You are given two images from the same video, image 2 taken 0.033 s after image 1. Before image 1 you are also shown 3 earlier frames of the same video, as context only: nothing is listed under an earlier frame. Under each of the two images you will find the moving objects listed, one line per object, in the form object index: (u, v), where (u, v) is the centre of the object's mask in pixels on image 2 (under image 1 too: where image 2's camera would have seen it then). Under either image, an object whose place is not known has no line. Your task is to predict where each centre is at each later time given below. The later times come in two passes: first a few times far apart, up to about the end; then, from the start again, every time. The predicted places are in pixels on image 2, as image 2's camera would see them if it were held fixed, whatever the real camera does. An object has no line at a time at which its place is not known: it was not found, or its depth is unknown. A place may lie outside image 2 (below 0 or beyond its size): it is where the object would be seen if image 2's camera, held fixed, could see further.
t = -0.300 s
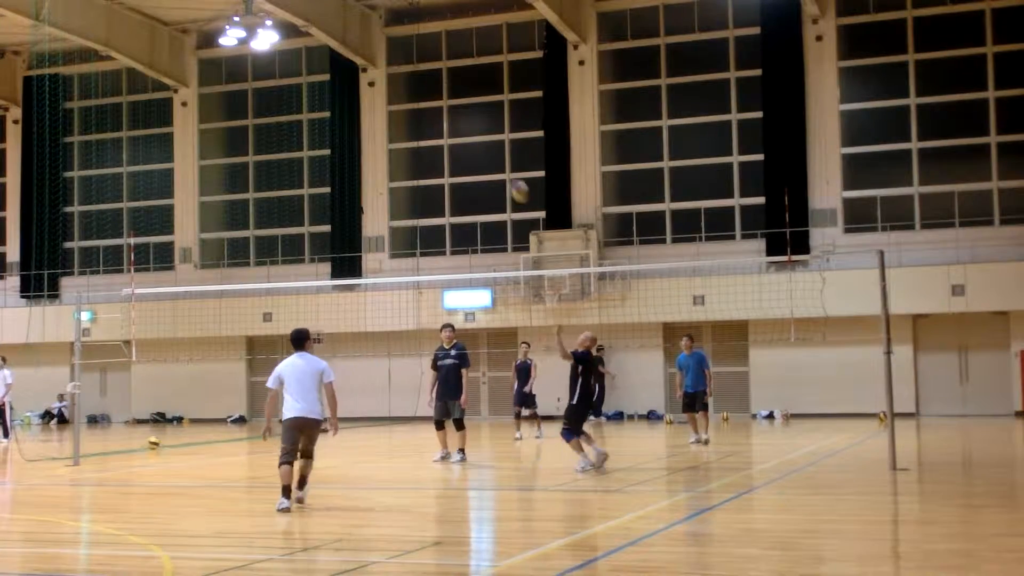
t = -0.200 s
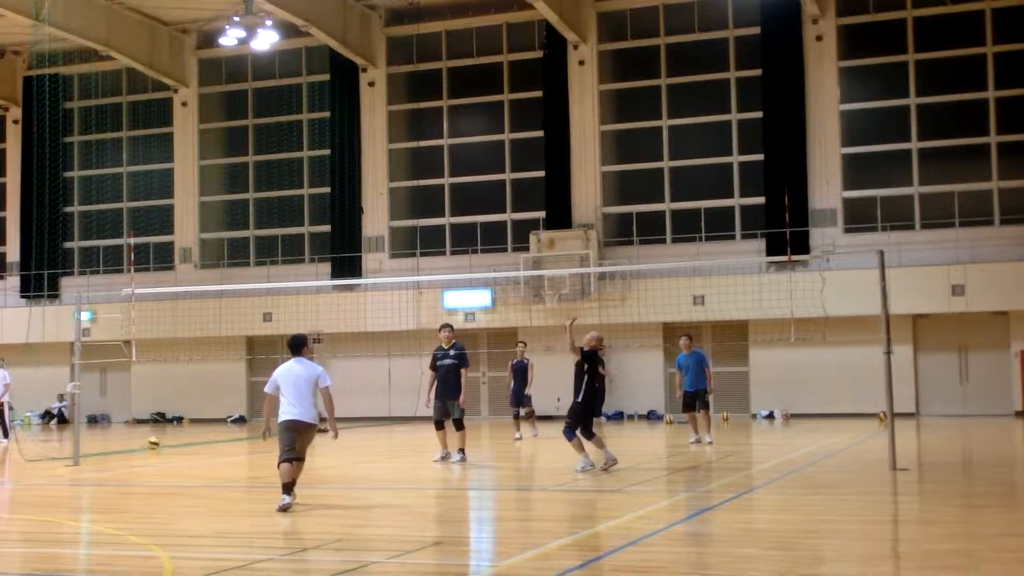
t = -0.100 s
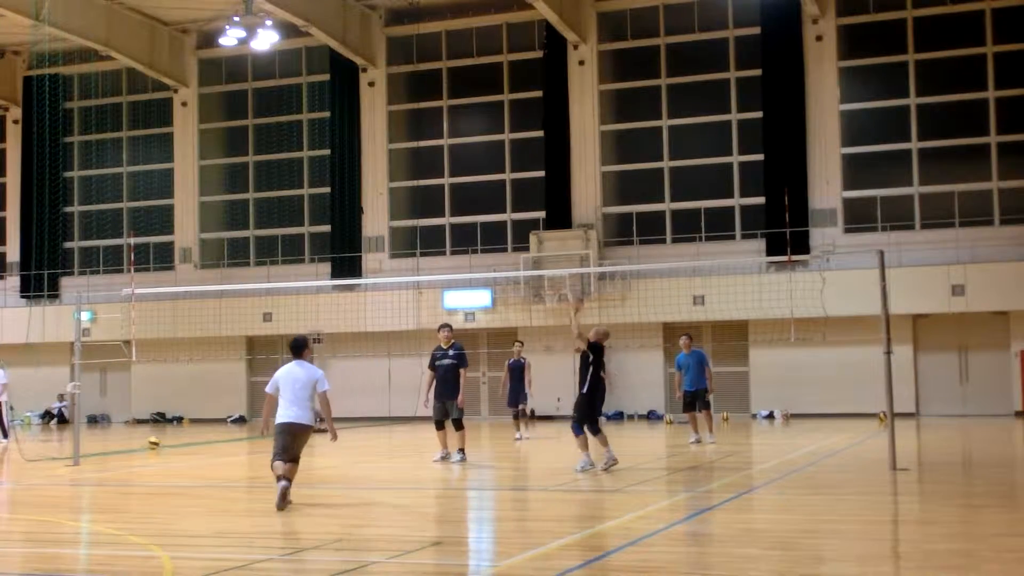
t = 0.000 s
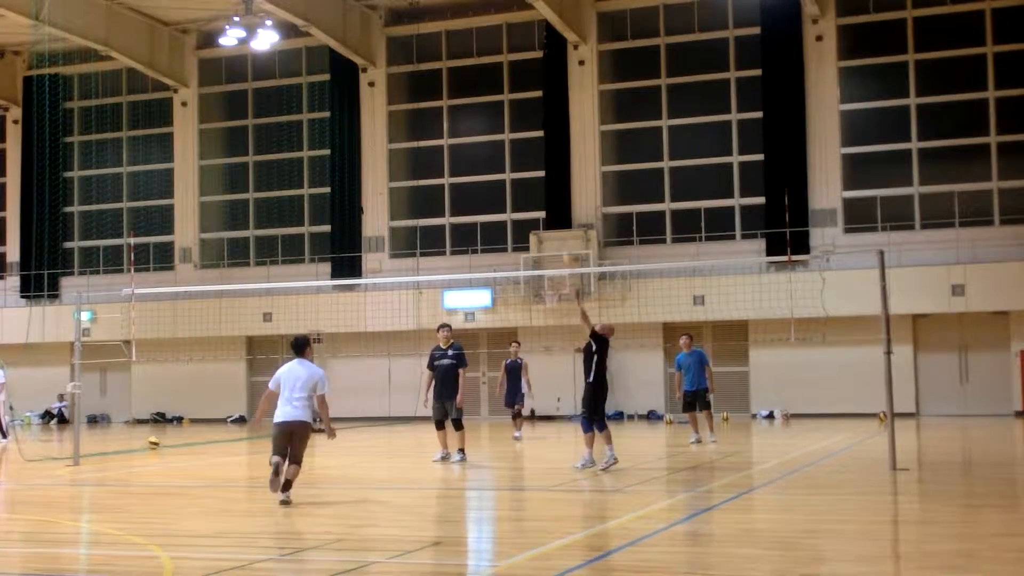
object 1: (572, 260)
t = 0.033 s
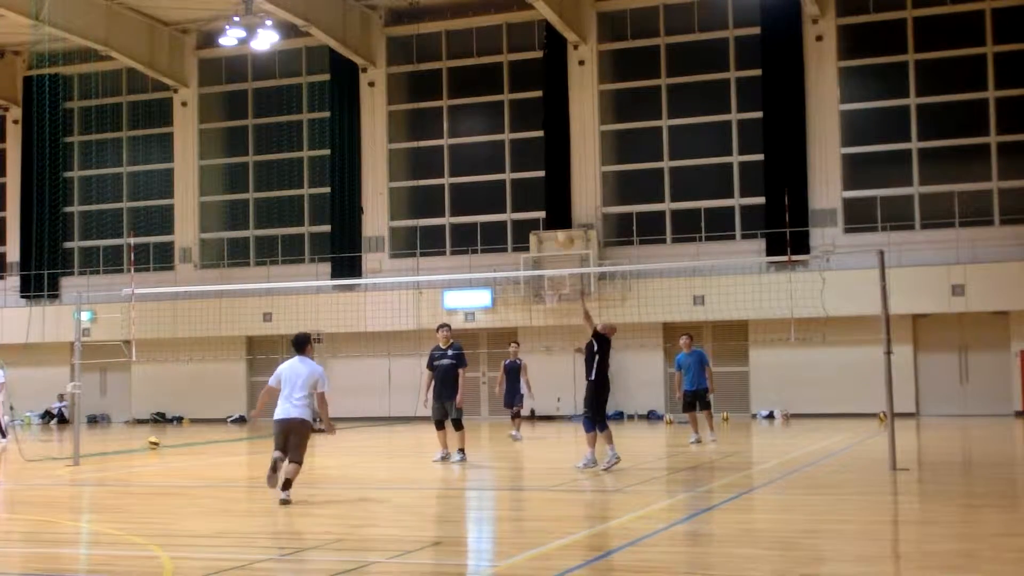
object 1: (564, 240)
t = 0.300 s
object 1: (531, 130)
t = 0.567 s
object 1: (498, 78)
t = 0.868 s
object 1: (465, 90)
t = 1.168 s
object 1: (434, 174)
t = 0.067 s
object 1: (560, 222)
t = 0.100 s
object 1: (556, 208)
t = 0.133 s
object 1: (552, 192)
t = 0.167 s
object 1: (547, 178)
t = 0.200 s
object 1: (543, 164)
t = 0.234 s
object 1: (539, 152)
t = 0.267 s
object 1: (535, 140)
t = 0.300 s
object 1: (531, 130)
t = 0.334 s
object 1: (526, 120)
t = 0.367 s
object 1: (522, 111)
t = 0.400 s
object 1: (518, 103)
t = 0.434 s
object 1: (515, 97)
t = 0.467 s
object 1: (510, 90)
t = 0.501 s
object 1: (506, 85)
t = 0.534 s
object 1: (502, 82)
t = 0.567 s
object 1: (498, 78)
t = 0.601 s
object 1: (495, 76)
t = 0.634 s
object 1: (491, 75)
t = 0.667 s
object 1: (487, 74)
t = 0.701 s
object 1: (484, 75)
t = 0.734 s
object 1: (480, 76)
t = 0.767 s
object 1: (476, 78)
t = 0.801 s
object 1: (473, 82)
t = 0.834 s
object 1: (468, 86)
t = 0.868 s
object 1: (465, 90)
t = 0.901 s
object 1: (461, 97)
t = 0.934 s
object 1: (459, 103)
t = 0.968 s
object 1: (455, 110)
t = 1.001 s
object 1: (451, 118)
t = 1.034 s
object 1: (447, 127)
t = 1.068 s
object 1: (444, 138)
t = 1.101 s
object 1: (440, 150)
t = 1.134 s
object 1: (436, 163)
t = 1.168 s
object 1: (434, 174)
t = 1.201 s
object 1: (431, 190)
